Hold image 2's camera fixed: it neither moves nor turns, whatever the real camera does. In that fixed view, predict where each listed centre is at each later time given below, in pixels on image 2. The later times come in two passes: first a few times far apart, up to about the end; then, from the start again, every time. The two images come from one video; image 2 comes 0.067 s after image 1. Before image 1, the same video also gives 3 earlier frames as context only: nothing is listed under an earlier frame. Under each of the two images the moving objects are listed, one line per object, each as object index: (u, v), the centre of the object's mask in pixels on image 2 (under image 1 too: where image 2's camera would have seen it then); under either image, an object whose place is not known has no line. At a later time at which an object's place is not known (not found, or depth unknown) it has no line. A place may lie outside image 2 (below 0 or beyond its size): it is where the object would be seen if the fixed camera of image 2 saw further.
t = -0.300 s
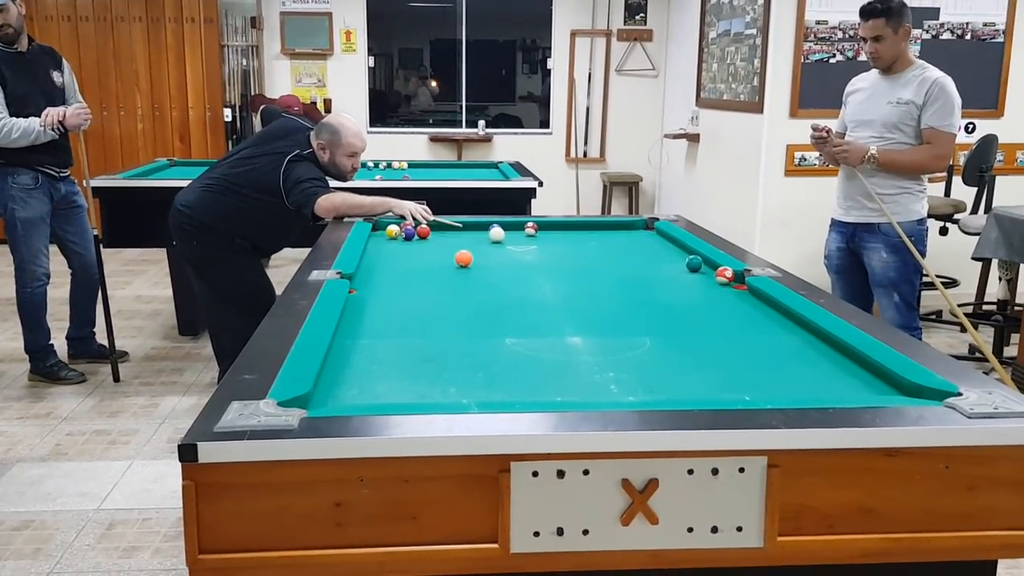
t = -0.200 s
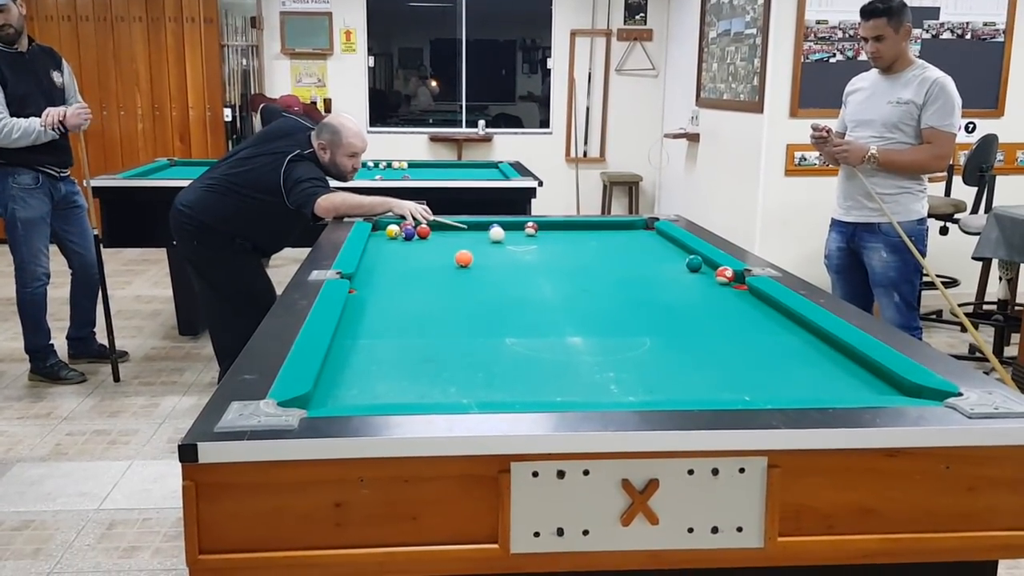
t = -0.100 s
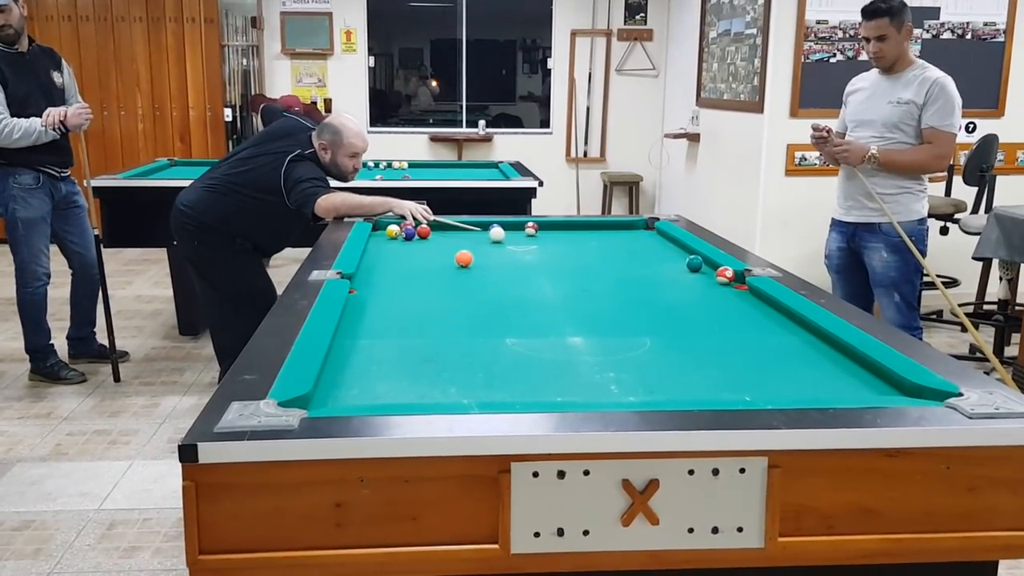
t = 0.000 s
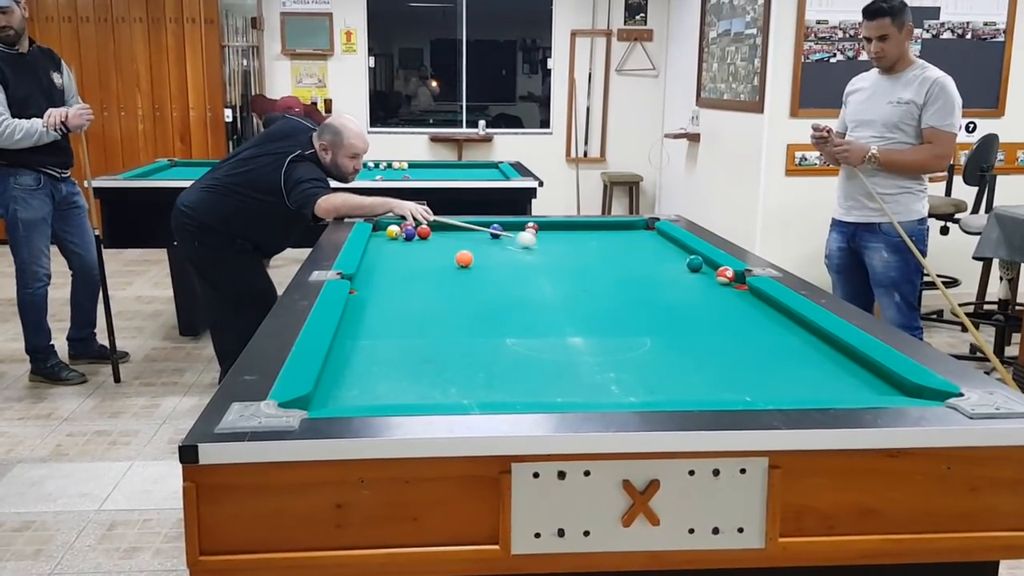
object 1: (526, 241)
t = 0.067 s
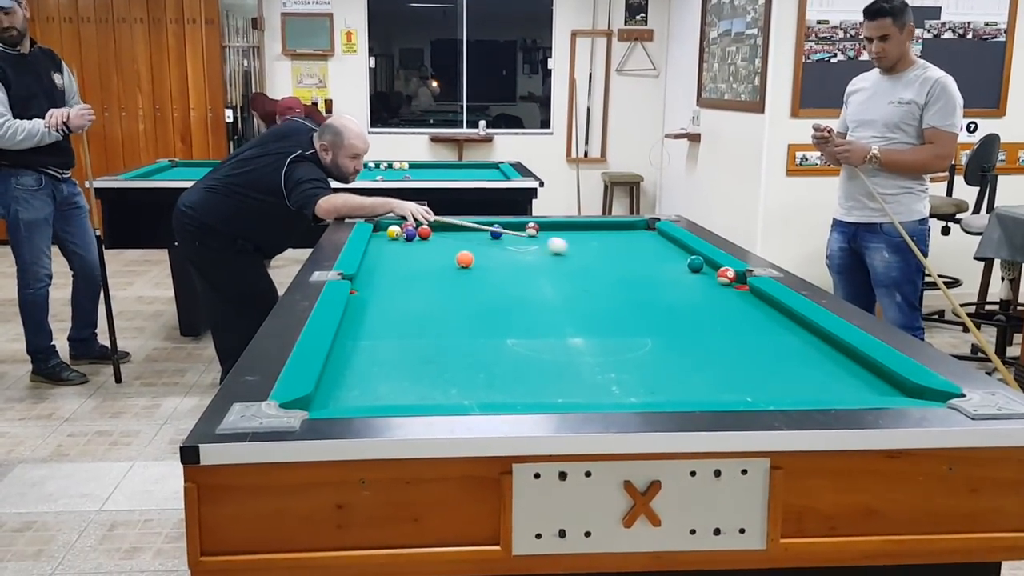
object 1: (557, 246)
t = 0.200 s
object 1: (621, 257)
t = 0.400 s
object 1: (709, 275)
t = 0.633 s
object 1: (744, 288)
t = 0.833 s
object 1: (758, 301)
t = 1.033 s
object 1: (771, 314)
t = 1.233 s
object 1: (786, 328)
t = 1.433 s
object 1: (802, 344)
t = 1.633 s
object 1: (819, 360)
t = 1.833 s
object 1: (837, 378)
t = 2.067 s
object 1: (853, 389)
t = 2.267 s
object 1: (831, 382)
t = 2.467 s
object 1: (811, 371)
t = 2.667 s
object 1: (794, 362)
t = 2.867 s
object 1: (779, 353)
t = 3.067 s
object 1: (766, 346)
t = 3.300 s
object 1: (753, 339)
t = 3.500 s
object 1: (743, 334)
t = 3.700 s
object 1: (735, 330)
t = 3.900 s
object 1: (727, 326)
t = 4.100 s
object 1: (722, 323)
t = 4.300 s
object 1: (718, 321)
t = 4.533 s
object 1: (714, 319)
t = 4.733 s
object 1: (712, 318)
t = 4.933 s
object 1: (711, 318)
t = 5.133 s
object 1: (711, 318)
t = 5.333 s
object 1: (711, 318)
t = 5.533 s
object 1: (711, 318)
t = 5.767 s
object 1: (711, 318)
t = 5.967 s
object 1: (711, 318)
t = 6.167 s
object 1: (711, 318)
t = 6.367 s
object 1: (711, 318)
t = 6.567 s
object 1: (711, 318)
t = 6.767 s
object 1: (711, 318)
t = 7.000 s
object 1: (711, 318)
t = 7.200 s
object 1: (711, 318)
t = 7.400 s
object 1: (711, 318)
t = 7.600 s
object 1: (711, 318)
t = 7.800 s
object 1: (711, 318)
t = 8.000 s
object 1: (711, 318)
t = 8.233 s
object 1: (711, 318)
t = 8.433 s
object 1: (711, 318)
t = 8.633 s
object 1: (711, 318)
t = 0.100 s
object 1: (573, 248)
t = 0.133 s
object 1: (588, 251)
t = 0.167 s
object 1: (604, 254)
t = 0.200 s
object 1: (621, 257)
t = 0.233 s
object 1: (638, 260)
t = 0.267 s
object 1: (656, 263)
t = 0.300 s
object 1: (674, 267)
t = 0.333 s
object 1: (693, 270)
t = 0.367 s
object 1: (707, 273)
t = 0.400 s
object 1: (709, 275)
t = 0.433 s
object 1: (711, 276)
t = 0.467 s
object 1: (715, 278)
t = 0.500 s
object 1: (721, 280)
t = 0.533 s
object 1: (726, 282)
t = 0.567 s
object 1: (732, 284)
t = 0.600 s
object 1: (738, 286)
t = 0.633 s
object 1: (744, 288)
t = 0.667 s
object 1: (747, 290)
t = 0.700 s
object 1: (749, 292)
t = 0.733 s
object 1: (751, 294)
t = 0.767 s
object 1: (753, 296)
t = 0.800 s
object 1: (755, 298)
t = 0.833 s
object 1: (758, 301)
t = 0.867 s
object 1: (760, 303)
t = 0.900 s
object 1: (762, 305)
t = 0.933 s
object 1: (764, 307)
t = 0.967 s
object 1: (767, 309)
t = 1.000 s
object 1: (769, 312)
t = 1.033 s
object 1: (771, 314)
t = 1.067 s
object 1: (774, 316)
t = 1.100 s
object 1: (776, 319)
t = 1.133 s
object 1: (778, 321)
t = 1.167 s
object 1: (781, 323)
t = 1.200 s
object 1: (783, 326)
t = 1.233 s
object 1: (786, 328)
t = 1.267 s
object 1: (788, 331)
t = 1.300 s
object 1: (791, 333)
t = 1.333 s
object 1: (794, 336)
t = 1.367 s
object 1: (796, 338)
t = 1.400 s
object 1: (799, 341)
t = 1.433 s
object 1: (802, 344)
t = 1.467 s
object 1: (805, 346)
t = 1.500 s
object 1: (808, 349)
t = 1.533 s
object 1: (810, 352)
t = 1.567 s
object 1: (813, 355)
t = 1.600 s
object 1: (816, 357)
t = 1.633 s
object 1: (819, 360)
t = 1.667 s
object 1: (822, 363)
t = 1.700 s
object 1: (825, 366)
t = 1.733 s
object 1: (828, 369)
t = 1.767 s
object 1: (831, 372)
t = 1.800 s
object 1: (834, 375)
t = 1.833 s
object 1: (837, 378)
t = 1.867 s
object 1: (840, 381)
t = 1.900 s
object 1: (843, 382)
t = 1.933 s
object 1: (847, 384)
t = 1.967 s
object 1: (850, 386)
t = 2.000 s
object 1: (853, 388)
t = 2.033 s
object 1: (857, 390)
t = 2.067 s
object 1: (853, 389)
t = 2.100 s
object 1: (849, 388)
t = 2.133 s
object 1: (845, 386)
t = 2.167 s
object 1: (842, 385)
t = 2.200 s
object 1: (838, 384)
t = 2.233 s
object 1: (834, 383)
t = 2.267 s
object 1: (831, 382)
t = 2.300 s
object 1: (828, 380)
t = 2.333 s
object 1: (824, 379)
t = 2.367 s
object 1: (821, 377)
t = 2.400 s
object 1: (818, 375)
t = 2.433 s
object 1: (815, 373)
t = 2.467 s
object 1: (811, 371)
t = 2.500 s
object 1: (809, 370)
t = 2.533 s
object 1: (805, 368)
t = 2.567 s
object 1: (802, 366)
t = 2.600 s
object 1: (799, 365)
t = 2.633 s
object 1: (797, 363)
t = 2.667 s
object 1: (794, 362)
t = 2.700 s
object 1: (792, 360)
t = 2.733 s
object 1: (789, 359)
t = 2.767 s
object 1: (786, 357)
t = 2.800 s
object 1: (784, 356)
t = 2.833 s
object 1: (782, 355)
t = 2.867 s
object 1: (779, 353)
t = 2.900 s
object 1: (777, 352)
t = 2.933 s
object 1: (775, 351)
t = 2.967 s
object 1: (772, 350)
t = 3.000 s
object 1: (770, 349)
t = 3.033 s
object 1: (768, 347)
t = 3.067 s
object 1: (766, 346)
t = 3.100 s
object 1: (764, 345)
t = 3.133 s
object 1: (762, 344)
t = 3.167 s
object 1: (760, 343)
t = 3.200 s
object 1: (758, 342)
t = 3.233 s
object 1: (756, 341)
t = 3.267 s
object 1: (754, 340)
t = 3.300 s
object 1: (753, 339)
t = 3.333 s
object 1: (751, 338)
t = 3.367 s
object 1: (749, 337)
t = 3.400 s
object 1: (748, 337)
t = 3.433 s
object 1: (746, 336)
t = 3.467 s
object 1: (745, 335)
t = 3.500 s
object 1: (743, 334)
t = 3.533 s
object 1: (742, 333)
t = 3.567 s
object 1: (740, 333)
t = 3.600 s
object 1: (739, 332)
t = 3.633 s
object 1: (738, 331)
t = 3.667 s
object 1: (736, 331)
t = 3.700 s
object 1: (735, 330)
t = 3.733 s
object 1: (733, 329)
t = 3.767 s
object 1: (732, 329)
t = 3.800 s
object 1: (731, 328)
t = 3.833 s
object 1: (730, 327)
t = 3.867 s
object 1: (728, 327)
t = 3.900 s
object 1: (727, 326)
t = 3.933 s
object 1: (726, 326)
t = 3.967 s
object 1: (725, 325)
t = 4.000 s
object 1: (724, 325)
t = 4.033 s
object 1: (723, 324)
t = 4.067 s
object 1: (723, 324)
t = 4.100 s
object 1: (722, 323)
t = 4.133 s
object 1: (721, 323)
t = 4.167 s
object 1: (720, 322)
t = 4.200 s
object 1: (719, 322)
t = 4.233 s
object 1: (719, 322)
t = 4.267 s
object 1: (718, 321)
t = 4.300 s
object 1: (718, 321)
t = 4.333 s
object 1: (717, 321)
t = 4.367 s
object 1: (716, 320)
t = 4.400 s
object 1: (716, 320)
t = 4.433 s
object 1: (715, 320)
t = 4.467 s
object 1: (715, 320)
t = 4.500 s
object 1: (714, 319)
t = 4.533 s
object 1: (714, 319)
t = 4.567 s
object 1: (714, 319)
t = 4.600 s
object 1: (713, 319)
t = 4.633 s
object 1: (713, 319)
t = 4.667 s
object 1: (713, 319)
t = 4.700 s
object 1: (712, 318)
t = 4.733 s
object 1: (712, 318)
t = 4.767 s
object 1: (712, 318)
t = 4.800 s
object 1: (712, 318)
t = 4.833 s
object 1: (711, 318)
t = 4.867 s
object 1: (711, 318)
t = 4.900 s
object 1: (711, 317)
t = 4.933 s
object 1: (711, 318)
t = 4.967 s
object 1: (711, 318)
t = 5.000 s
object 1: (711, 318)
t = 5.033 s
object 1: (711, 318)
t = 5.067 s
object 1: (711, 318)
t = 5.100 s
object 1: (711, 318)
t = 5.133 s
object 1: (711, 318)
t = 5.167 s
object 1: (711, 318)
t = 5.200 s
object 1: (711, 318)
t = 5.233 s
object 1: (711, 318)
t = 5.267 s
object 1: (711, 318)
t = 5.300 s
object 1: (711, 318)
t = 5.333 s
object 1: (711, 318)
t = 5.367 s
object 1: (711, 318)
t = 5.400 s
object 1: (711, 318)
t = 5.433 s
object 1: (711, 318)
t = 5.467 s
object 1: (711, 318)
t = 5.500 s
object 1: (711, 318)
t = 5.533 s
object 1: (711, 318)
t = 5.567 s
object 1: (711, 318)
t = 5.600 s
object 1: (711, 318)
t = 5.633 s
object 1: (711, 318)
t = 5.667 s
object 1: (711, 318)
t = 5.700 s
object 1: (711, 318)
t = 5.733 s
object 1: (711, 318)
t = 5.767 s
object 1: (711, 318)
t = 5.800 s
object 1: (711, 318)
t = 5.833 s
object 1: (711, 318)
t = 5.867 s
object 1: (711, 318)
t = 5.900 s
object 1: (711, 318)
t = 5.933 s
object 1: (711, 318)
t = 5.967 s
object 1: (711, 318)
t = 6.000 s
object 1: (711, 318)
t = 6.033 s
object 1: (711, 318)
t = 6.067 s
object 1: (711, 318)
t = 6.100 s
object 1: (711, 318)
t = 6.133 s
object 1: (711, 318)
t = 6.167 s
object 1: (711, 318)
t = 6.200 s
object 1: (711, 318)
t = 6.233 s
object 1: (711, 318)
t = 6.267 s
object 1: (711, 318)
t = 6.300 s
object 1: (711, 318)
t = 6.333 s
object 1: (711, 318)
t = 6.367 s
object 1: (711, 318)
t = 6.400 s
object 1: (711, 318)
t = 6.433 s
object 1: (711, 318)
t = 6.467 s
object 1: (711, 318)
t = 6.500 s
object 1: (710, 318)
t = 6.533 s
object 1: (711, 318)
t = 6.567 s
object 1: (711, 318)
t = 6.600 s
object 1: (711, 318)
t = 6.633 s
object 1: (711, 318)
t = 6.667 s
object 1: (711, 318)
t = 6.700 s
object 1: (711, 318)
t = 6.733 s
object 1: (711, 318)
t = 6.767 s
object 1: (711, 318)
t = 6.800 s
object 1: (711, 318)
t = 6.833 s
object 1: (711, 318)
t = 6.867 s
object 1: (711, 318)
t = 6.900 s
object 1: (711, 318)
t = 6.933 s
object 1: (711, 318)
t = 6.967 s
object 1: (711, 318)
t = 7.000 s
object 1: (711, 318)
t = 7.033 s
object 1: (711, 318)
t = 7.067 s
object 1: (711, 318)
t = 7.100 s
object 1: (711, 318)
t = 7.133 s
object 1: (711, 318)
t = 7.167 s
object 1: (711, 318)
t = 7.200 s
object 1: (711, 318)
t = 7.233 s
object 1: (711, 318)
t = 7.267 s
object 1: (711, 318)
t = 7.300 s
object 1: (711, 318)
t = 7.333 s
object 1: (711, 318)
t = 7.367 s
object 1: (711, 318)
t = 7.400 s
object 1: (711, 318)
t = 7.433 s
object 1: (711, 318)
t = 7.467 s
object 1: (711, 318)
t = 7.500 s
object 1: (711, 318)
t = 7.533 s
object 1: (711, 318)
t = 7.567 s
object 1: (711, 318)
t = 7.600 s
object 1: (711, 318)
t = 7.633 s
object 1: (711, 318)
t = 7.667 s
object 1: (711, 318)
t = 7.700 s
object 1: (711, 318)
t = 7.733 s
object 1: (711, 318)
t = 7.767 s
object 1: (711, 318)
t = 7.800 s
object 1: (711, 318)
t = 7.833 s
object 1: (711, 318)
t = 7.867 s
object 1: (711, 318)
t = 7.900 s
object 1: (711, 318)
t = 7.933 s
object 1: (711, 318)
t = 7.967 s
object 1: (711, 318)
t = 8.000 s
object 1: (711, 318)
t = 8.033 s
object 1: (711, 318)
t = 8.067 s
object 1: (711, 318)
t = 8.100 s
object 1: (711, 318)
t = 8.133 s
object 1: (711, 318)
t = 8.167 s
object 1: (711, 318)
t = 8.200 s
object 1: (711, 318)
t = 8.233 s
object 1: (711, 318)
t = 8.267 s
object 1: (711, 318)
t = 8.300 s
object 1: (711, 318)
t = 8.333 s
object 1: (711, 318)
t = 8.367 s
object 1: (711, 318)
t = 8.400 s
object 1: (711, 318)
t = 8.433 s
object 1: (711, 318)
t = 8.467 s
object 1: (711, 318)
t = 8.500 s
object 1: (711, 318)
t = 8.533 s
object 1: (711, 318)
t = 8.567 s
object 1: (711, 318)
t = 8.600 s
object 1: (711, 318)
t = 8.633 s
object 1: (711, 318)
